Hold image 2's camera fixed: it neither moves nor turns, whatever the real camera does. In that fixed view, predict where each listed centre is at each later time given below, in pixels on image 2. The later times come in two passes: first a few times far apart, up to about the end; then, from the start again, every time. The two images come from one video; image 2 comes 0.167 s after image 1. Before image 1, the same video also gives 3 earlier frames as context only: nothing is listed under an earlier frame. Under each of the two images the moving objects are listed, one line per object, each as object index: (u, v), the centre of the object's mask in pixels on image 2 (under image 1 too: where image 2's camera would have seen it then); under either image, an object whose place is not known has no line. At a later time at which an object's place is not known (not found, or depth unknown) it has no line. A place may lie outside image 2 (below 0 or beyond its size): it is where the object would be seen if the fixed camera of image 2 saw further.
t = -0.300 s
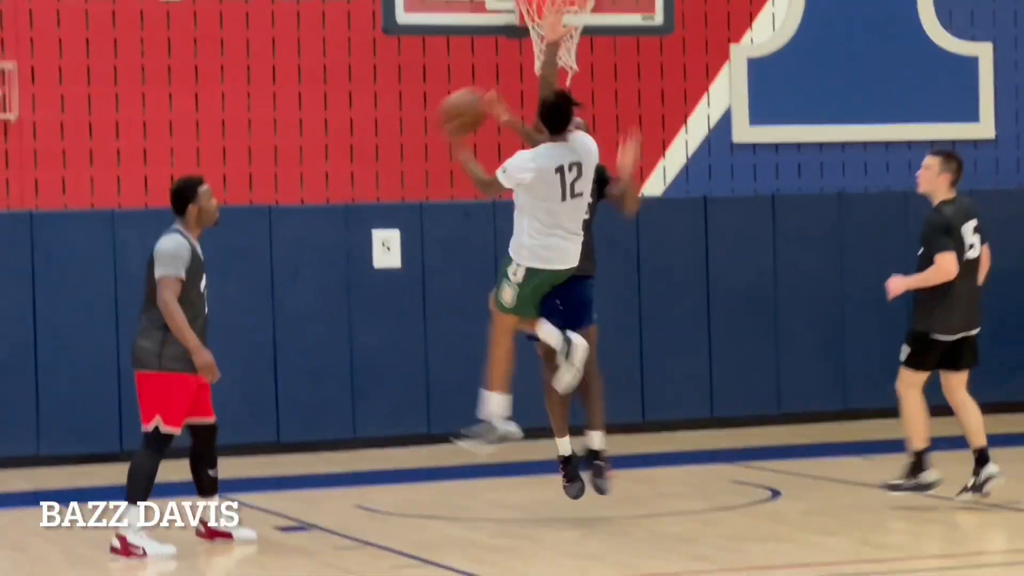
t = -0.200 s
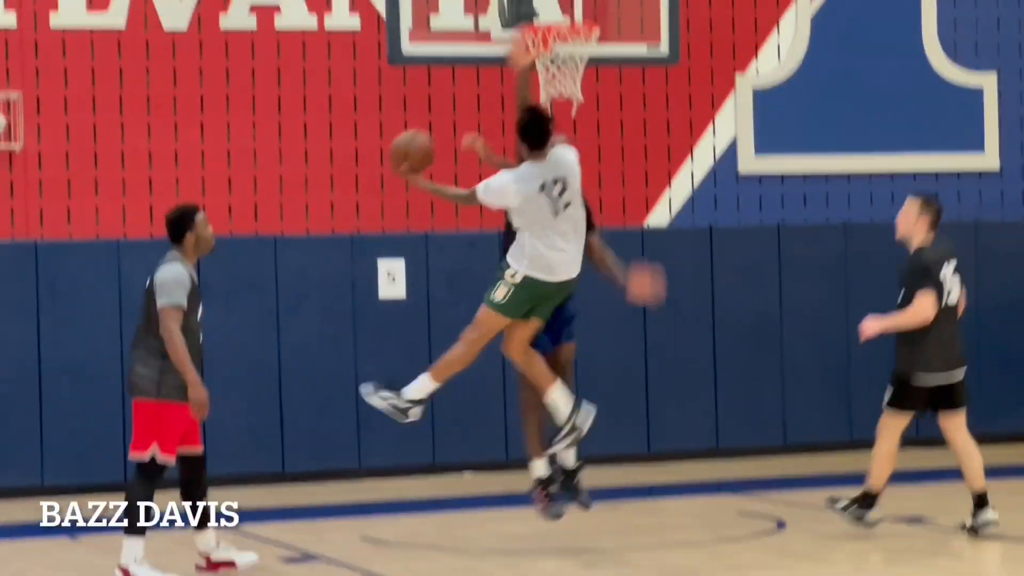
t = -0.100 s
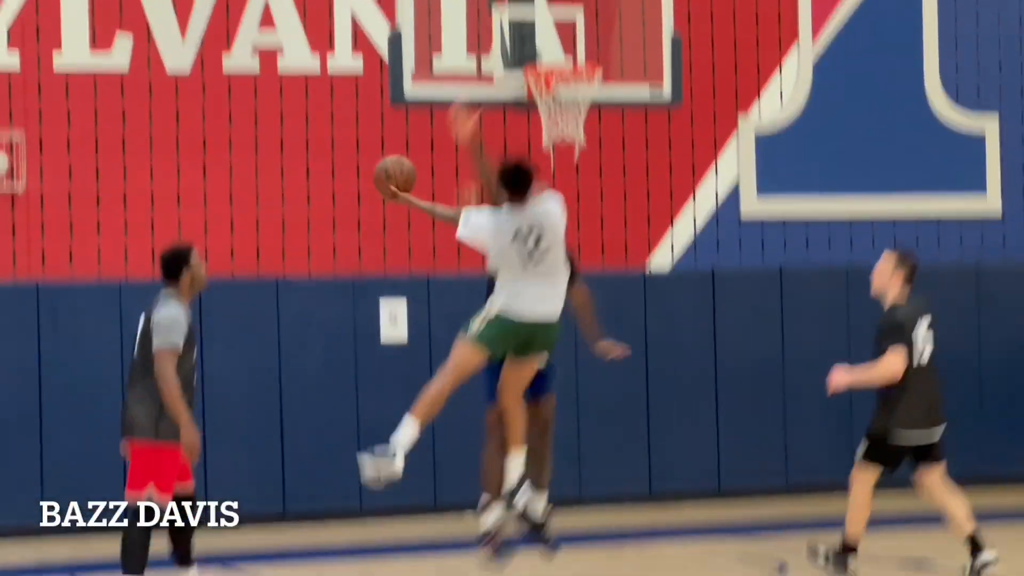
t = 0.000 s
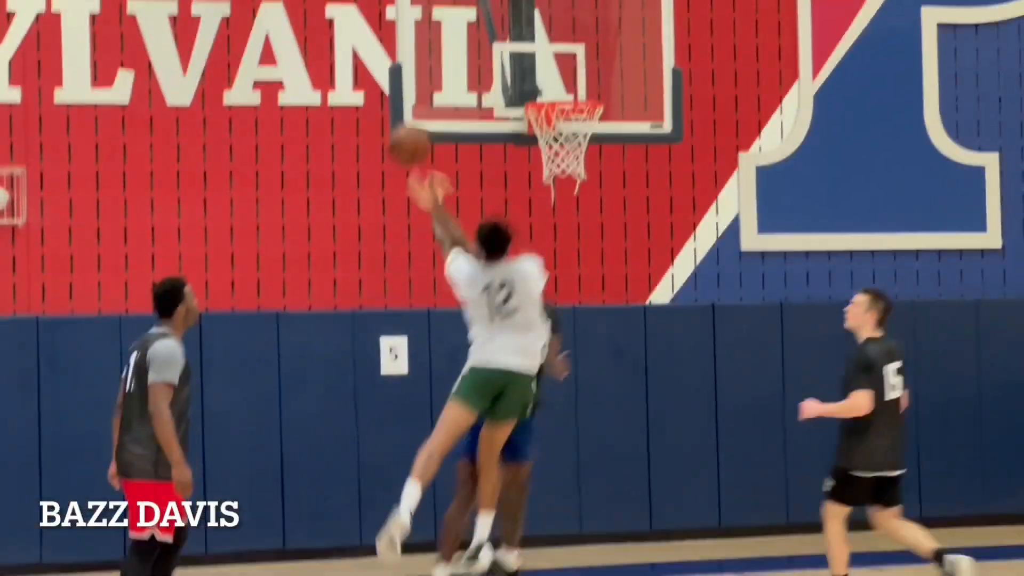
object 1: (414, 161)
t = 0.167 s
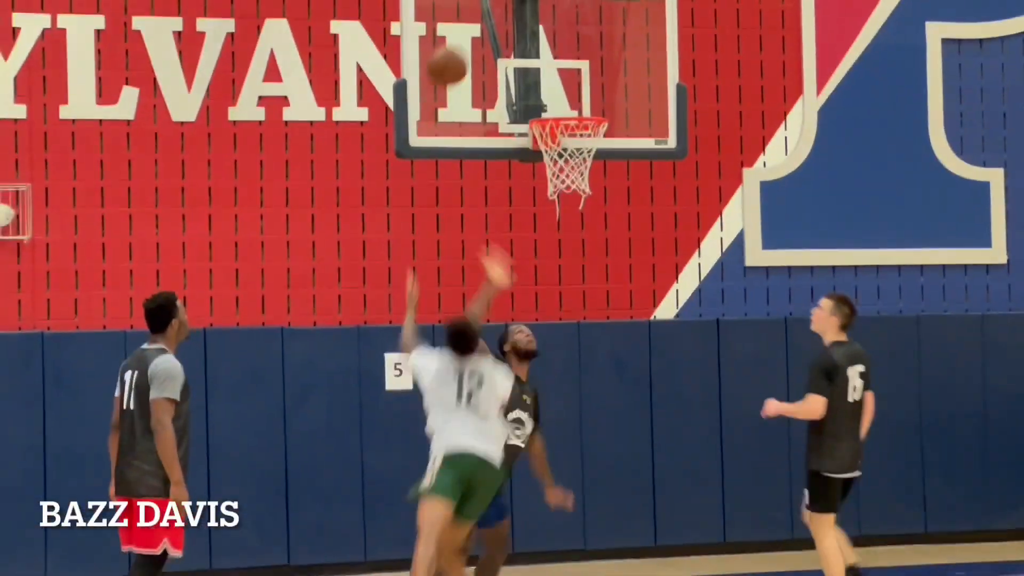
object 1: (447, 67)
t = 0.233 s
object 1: (460, 43)
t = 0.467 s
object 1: (507, 21)
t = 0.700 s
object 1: (554, 69)
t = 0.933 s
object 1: (573, 123)
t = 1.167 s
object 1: (542, 183)
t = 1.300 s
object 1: (540, 228)
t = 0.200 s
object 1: (453, 55)
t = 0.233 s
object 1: (460, 43)
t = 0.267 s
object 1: (468, 34)
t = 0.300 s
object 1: (475, 28)
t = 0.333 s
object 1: (482, 24)
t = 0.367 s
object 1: (488, 20)
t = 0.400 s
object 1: (494, 18)
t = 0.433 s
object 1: (501, 18)
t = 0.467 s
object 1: (507, 21)
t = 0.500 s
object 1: (514, 25)
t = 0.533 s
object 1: (521, 31)
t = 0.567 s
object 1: (526, 38)
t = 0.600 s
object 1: (531, 46)
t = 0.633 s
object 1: (538, 58)
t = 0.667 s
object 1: (546, 65)
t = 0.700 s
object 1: (554, 69)
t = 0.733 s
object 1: (562, 75)
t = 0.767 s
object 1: (569, 83)
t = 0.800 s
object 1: (576, 91)
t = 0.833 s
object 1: (585, 102)
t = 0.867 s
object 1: (587, 106)
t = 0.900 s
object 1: (581, 112)
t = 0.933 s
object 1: (573, 123)
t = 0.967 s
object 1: (567, 131)
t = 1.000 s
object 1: (561, 137)
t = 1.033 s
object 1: (556, 143)
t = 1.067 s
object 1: (552, 146)
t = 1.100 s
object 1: (544, 177)
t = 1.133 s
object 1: (543, 179)
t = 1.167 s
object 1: (542, 183)
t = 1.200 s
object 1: (542, 191)
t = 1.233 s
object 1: (542, 200)
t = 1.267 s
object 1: (540, 213)
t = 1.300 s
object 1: (540, 228)
